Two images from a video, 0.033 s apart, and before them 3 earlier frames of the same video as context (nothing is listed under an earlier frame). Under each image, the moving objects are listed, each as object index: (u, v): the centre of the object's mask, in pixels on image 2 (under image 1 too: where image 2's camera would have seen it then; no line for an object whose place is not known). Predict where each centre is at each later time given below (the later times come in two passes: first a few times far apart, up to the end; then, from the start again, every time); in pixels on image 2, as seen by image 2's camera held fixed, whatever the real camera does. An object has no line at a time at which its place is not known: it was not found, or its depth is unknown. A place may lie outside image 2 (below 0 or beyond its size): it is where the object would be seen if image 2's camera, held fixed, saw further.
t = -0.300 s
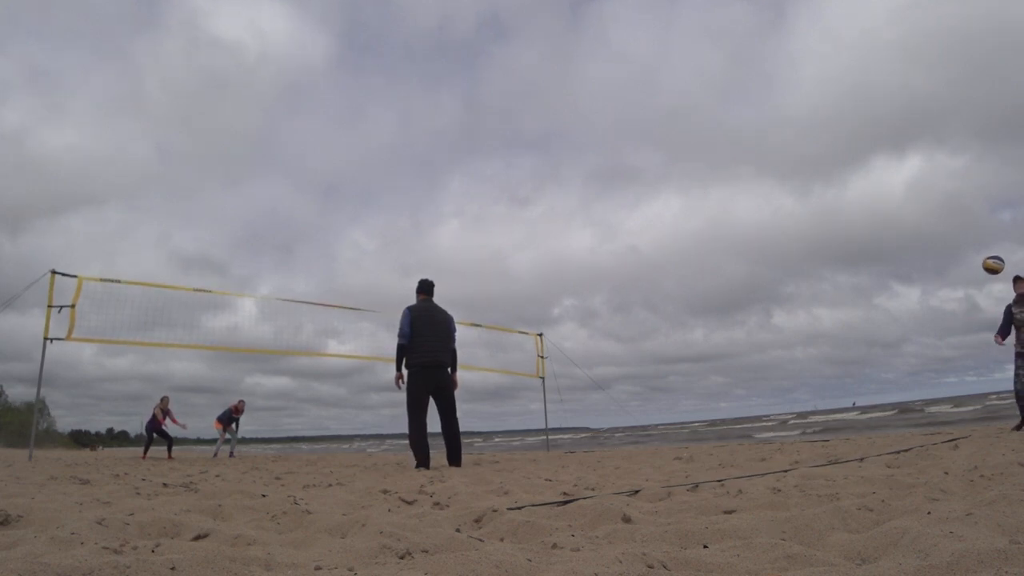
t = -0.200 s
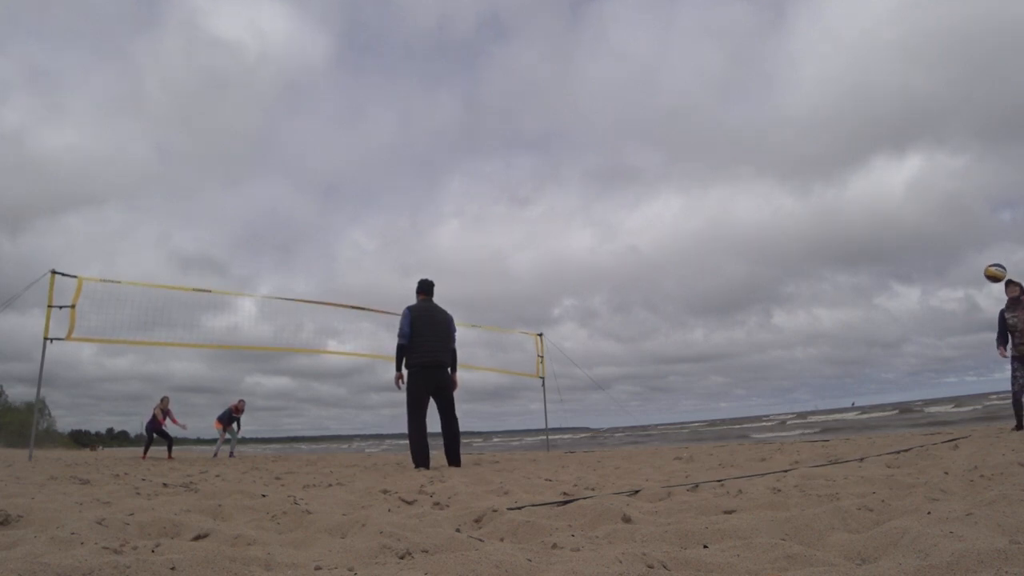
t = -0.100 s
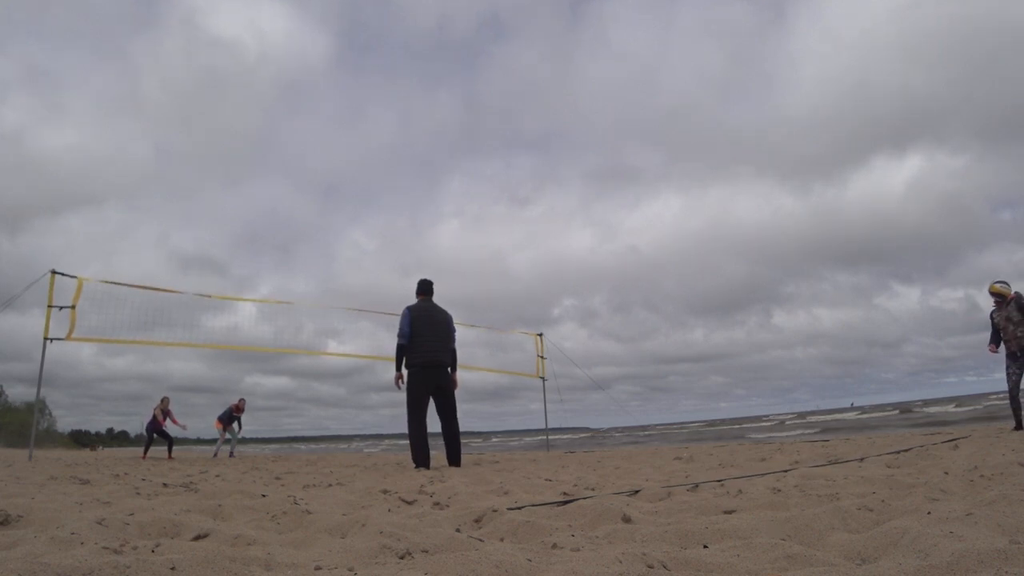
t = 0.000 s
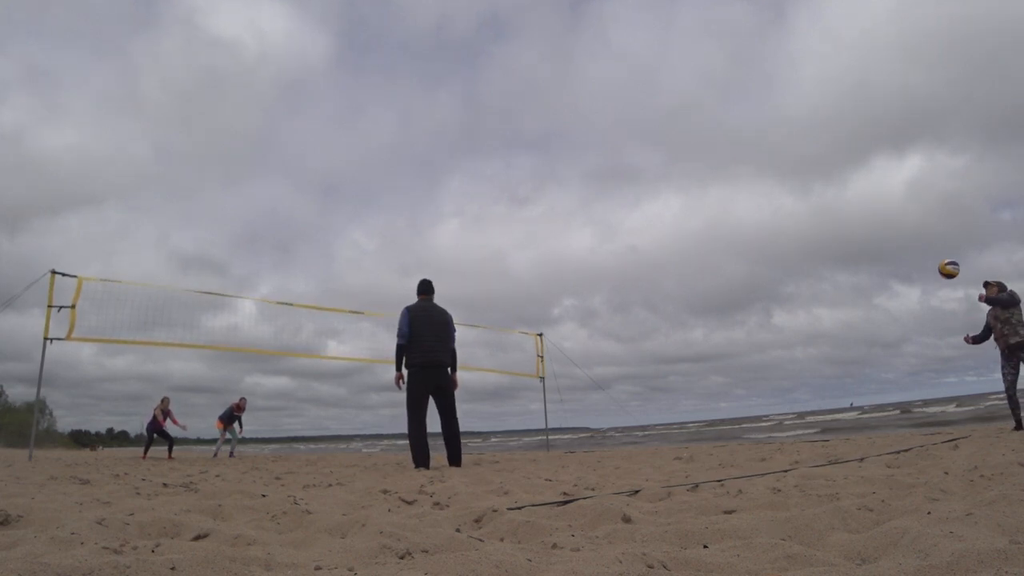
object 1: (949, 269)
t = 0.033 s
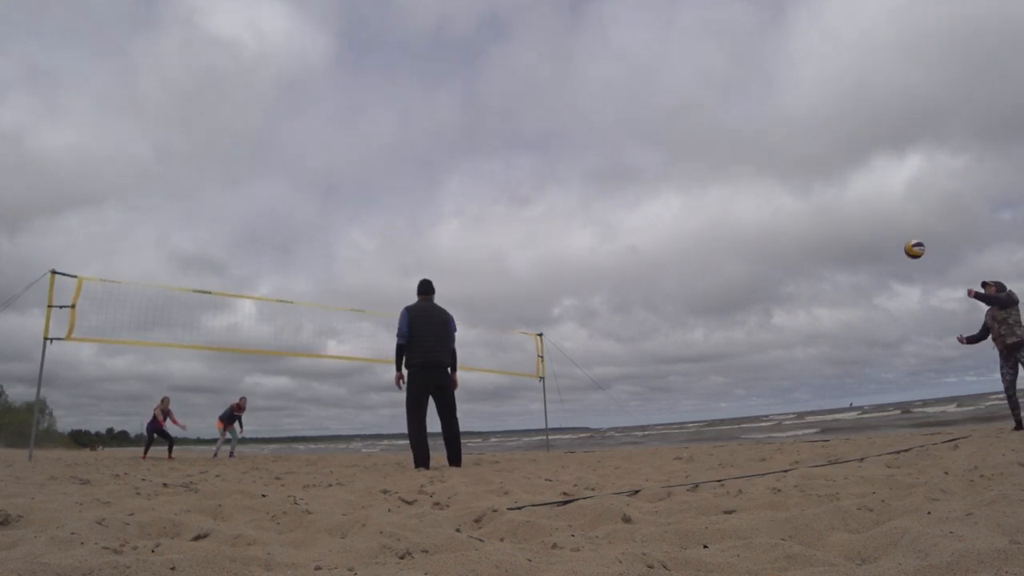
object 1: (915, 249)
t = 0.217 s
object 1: (752, 168)
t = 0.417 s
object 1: (615, 125)
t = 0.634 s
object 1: (506, 115)
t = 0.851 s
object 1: (420, 121)
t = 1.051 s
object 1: (348, 144)
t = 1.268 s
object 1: (279, 190)
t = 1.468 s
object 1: (220, 252)
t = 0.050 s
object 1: (898, 240)
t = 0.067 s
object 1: (881, 231)
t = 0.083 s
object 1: (866, 222)
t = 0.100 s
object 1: (851, 214)
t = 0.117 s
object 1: (836, 206)
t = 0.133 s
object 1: (821, 199)
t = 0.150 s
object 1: (807, 192)
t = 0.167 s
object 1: (793, 185)
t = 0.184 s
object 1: (779, 179)
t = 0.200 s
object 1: (765, 173)
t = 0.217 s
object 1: (752, 168)
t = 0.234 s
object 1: (740, 162)
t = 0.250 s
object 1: (727, 157)
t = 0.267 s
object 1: (714, 153)
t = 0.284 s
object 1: (703, 149)
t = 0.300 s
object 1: (691, 145)
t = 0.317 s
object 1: (680, 141)
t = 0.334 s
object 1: (668, 137)
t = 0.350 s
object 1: (657, 135)
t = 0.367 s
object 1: (646, 132)
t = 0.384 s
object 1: (636, 129)
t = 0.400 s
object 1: (625, 127)
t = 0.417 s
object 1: (615, 125)
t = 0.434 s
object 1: (606, 123)
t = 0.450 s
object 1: (597, 121)
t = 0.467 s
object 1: (587, 120)
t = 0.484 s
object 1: (579, 119)
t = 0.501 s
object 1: (570, 118)
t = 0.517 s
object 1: (561, 117)
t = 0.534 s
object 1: (553, 117)
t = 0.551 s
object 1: (544, 116)
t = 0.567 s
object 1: (536, 116)
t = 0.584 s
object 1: (528, 115)
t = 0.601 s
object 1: (521, 115)
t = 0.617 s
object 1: (513, 115)
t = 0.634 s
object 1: (506, 115)
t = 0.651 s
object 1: (498, 115)
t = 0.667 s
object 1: (491, 115)
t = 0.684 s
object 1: (484, 115)
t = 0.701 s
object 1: (477, 115)
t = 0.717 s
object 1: (471, 115)
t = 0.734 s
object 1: (464, 116)
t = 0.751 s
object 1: (457, 116)
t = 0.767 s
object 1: (451, 116)
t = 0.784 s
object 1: (445, 117)
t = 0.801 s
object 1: (438, 118)
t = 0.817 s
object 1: (432, 119)
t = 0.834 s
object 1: (426, 120)
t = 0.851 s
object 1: (420, 121)
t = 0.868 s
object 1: (413, 122)
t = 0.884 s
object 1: (408, 124)
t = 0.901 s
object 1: (401, 125)
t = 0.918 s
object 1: (395, 127)
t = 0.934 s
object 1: (389, 128)
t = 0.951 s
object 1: (383, 130)
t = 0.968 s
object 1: (377, 132)
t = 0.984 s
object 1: (370, 134)
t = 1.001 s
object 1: (365, 136)
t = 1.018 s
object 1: (359, 139)
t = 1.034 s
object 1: (354, 141)
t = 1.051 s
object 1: (348, 144)
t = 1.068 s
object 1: (342, 147)
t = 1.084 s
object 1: (337, 150)
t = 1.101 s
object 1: (331, 153)
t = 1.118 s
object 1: (326, 156)
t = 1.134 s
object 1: (320, 160)
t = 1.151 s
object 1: (315, 163)
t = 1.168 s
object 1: (310, 166)
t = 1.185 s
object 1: (304, 170)
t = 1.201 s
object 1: (299, 173)
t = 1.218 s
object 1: (294, 178)
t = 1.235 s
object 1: (289, 182)
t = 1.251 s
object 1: (284, 186)
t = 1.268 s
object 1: (279, 190)
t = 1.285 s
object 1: (274, 195)
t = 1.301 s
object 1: (269, 200)
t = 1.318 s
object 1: (264, 205)
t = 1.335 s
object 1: (259, 210)
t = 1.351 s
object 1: (254, 215)
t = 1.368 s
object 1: (249, 220)
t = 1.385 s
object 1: (245, 225)
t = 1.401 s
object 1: (240, 230)
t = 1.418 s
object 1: (235, 236)
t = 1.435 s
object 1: (230, 241)
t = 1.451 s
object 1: (226, 247)
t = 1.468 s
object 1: (220, 252)
